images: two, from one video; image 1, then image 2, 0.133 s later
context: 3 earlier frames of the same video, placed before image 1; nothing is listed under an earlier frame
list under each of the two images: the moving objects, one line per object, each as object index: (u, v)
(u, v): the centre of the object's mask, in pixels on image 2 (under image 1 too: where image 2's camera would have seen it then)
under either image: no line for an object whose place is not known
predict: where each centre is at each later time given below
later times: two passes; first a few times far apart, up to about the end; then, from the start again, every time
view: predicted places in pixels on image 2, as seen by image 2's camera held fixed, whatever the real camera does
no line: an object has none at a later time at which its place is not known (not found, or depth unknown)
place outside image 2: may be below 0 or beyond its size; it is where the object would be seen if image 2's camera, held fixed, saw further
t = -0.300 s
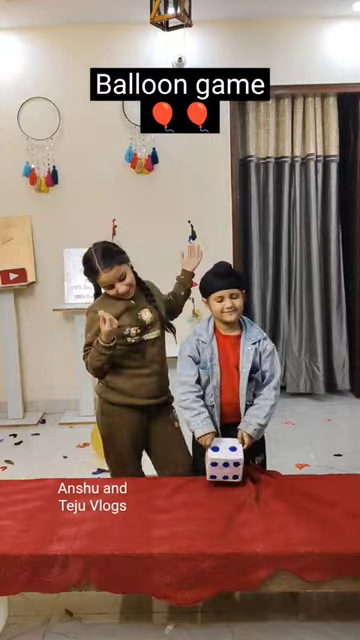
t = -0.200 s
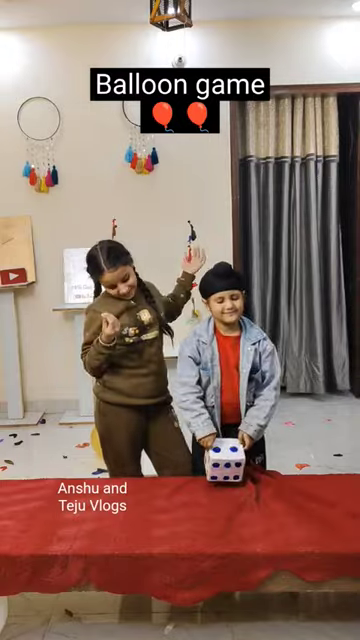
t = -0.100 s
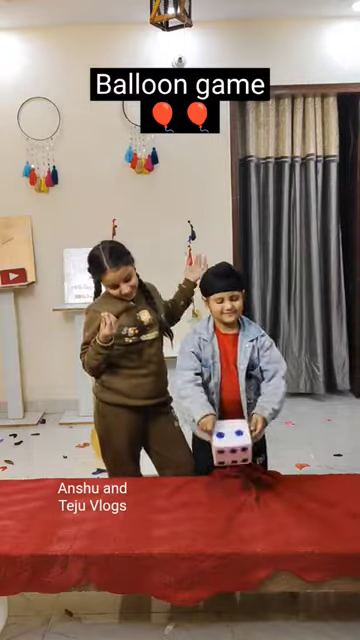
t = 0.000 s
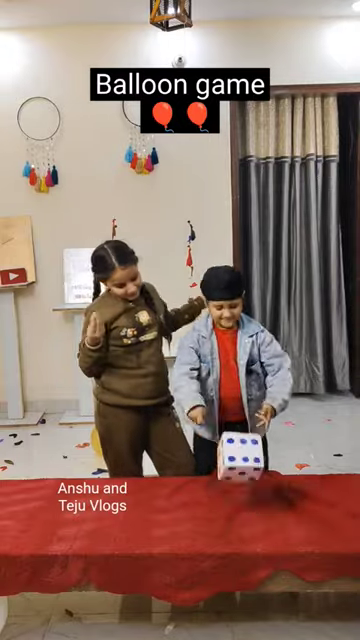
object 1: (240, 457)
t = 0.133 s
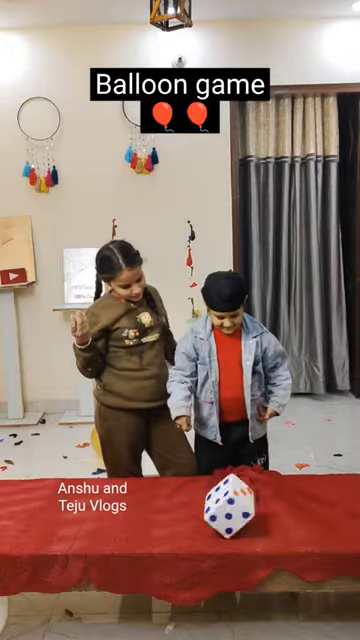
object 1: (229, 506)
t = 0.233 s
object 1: (210, 508)
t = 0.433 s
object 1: (188, 504)
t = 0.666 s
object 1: (186, 506)
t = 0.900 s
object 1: (183, 508)
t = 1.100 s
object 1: (183, 508)
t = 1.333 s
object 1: (183, 508)
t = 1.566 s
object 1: (183, 509)
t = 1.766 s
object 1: (183, 509)
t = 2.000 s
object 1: (183, 509)
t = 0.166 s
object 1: (223, 506)
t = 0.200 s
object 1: (215, 507)
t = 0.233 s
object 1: (210, 508)
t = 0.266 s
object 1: (205, 507)
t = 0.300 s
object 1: (203, 504)
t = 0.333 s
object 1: (200, 502)
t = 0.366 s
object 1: (196, 503)
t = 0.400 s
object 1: (191, 503)
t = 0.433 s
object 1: (188, 504)
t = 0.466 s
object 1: (183, 506)
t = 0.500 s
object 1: (179, 502)
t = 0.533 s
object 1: (177, 500)
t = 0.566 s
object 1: (177, 501)
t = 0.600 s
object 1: (180, 504)
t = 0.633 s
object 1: (183, 507)
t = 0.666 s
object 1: (186, 506)
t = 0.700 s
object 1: (186, 507)
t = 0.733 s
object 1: (183, 508)
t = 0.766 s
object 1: (182, 507)
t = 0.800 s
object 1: (183, 508)
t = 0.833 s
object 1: (184, 508)
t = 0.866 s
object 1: (183, 508)
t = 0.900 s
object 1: (183, 508)
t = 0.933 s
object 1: (183, 508)
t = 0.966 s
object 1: (183, 508)
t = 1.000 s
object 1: (183, 508)
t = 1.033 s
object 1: (183, 508)
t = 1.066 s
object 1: (183, 508)
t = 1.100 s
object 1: (183, 508)
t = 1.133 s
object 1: (183, 508)
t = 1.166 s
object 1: (183, 508)
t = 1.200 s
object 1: (183, 508)
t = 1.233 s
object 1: (183, 508)
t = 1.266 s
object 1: (183, 508)
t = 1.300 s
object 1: (183, 508)
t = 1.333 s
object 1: (183, 508)
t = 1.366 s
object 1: (183, 508)
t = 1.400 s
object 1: (183, 509)
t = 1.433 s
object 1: (183, 509)
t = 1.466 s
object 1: (183, 509)
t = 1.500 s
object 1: (183, 509)
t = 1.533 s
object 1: (183, 509)
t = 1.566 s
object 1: (183, 509)
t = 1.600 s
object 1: (183, 509)
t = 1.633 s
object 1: (183, 509)
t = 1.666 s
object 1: (183, 509)
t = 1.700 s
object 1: (183, 509)
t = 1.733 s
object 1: (183, 509)
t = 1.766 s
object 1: (183, 509)
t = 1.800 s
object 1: (183, 509)
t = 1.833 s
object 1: (183, 509)
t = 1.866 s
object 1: (183, 509)
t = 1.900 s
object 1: (183, 509)
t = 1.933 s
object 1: (183, 509)
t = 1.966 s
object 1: (183, 509)
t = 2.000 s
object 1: (183, 509)
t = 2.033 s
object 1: (183, 509)
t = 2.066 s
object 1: (183, 509)
